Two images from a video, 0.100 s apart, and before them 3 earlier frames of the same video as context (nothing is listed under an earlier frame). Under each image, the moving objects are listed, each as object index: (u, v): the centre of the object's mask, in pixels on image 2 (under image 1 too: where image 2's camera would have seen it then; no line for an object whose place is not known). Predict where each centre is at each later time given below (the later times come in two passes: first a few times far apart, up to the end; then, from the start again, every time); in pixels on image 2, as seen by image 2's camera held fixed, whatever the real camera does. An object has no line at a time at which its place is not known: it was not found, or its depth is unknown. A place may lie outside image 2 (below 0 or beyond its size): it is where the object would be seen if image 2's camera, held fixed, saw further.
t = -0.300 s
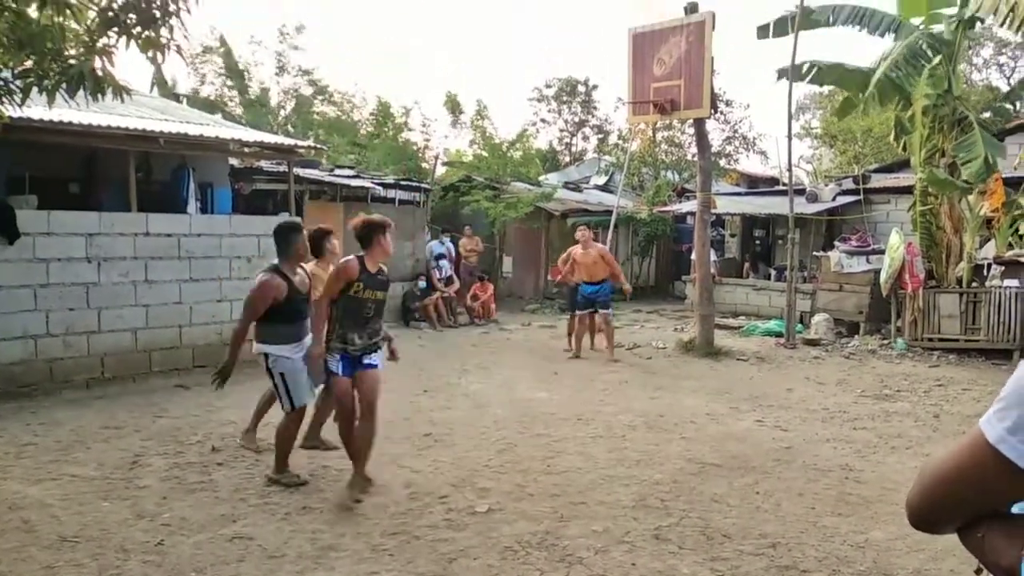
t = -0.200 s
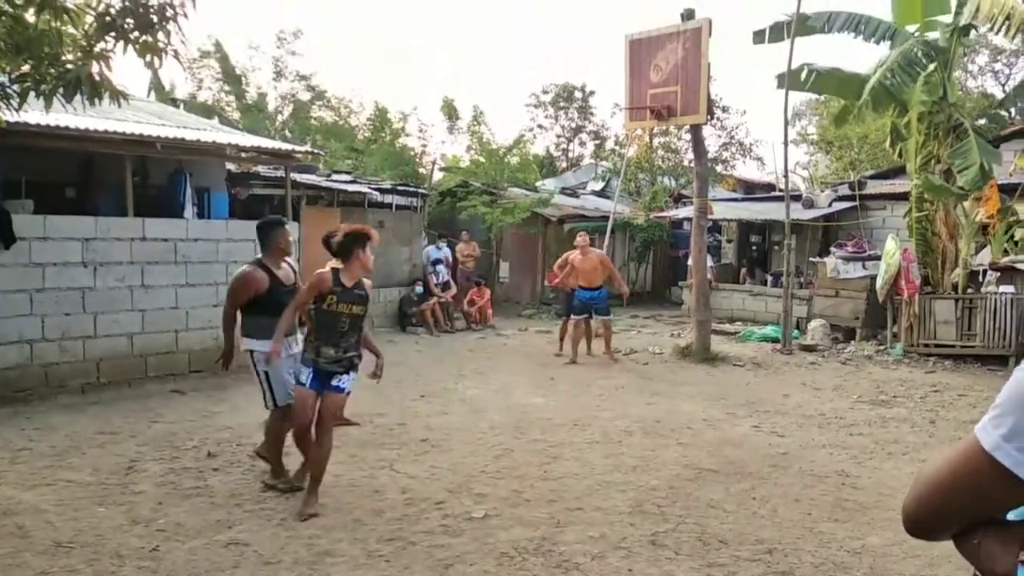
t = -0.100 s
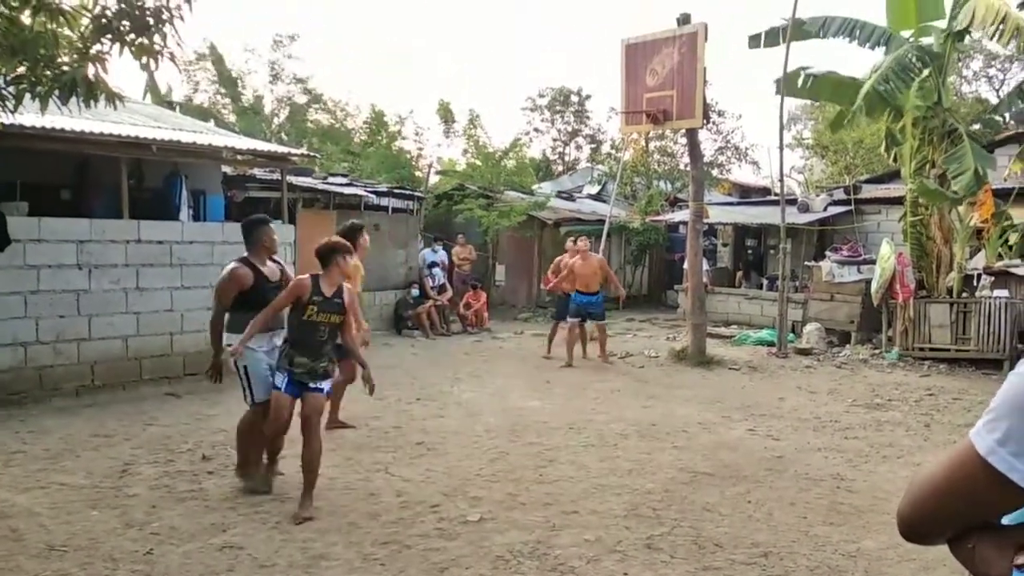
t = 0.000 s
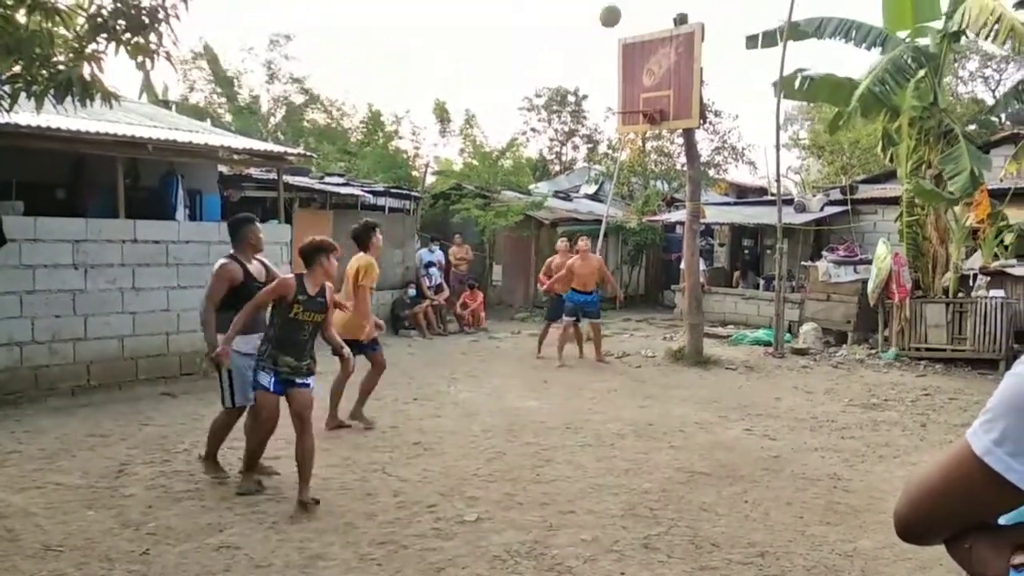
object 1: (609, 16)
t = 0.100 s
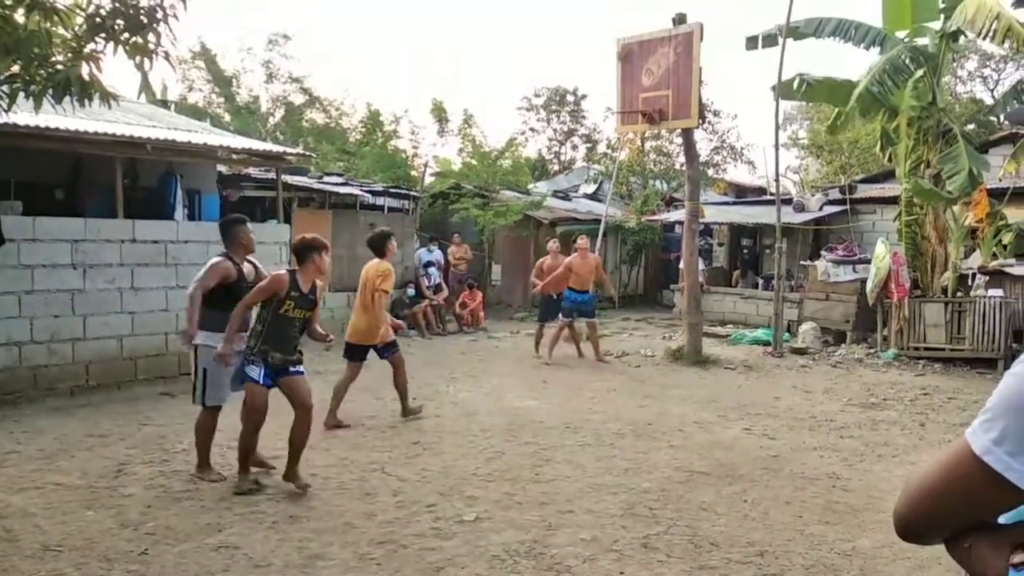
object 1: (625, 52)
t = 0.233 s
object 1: (642, 100)
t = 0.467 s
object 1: (586, 40)
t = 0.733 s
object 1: (516, 28)
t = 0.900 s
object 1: (470, 53)
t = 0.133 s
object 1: (630, 65)
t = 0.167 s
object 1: (635, 78)
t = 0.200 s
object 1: (641, 92)
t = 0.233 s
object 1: (642, 100)
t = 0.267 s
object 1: (634, 89)
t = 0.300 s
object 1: (628, 78)
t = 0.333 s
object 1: (619, 70)
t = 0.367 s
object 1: (611, 61)
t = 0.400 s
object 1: (603, 53)
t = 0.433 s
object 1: (594, 46)
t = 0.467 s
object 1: (586, 40)
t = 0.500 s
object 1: (577, 35)
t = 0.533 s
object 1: (569, 31)
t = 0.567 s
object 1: (560, 28)
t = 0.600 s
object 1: (552, 26)
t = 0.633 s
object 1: (543, 25)
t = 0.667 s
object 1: (534, 25)
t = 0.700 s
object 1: (525, 26)
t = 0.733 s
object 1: (516, 28)
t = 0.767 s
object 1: (507, 31)
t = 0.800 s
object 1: (498, 35)
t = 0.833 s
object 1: (488, 40)
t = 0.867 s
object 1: (479, 46)
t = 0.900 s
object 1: (470, 53)
